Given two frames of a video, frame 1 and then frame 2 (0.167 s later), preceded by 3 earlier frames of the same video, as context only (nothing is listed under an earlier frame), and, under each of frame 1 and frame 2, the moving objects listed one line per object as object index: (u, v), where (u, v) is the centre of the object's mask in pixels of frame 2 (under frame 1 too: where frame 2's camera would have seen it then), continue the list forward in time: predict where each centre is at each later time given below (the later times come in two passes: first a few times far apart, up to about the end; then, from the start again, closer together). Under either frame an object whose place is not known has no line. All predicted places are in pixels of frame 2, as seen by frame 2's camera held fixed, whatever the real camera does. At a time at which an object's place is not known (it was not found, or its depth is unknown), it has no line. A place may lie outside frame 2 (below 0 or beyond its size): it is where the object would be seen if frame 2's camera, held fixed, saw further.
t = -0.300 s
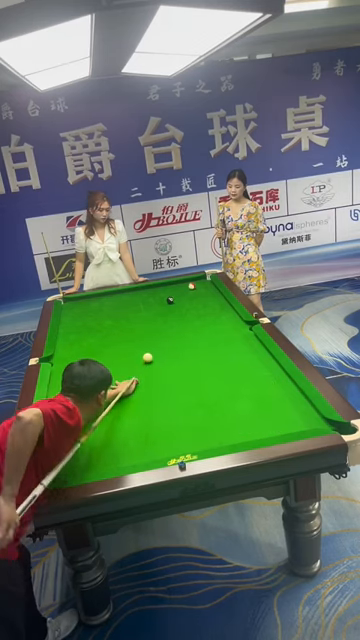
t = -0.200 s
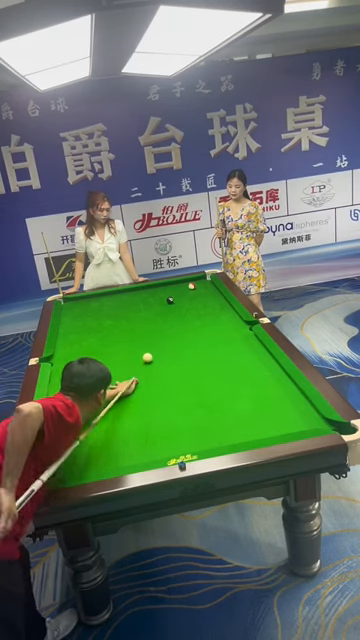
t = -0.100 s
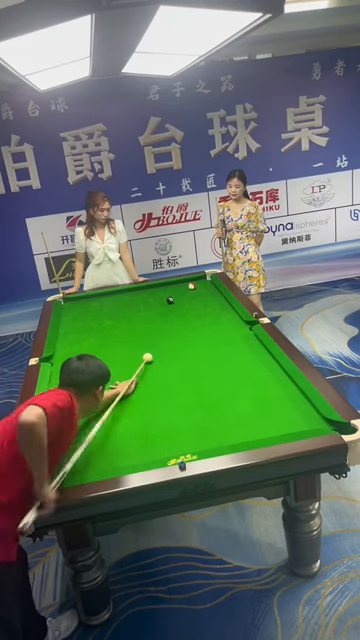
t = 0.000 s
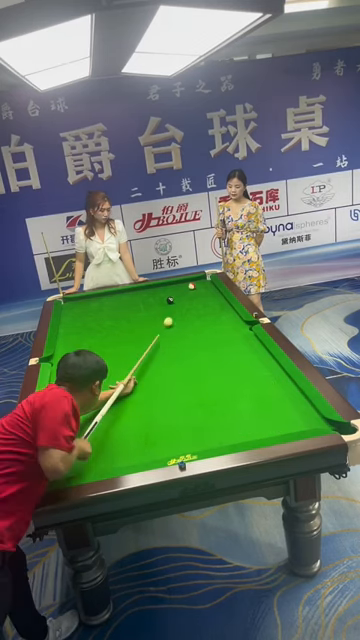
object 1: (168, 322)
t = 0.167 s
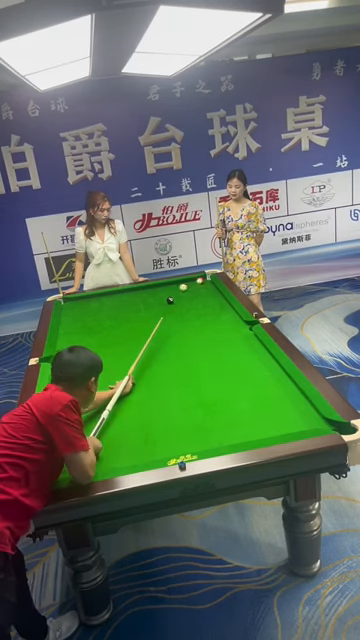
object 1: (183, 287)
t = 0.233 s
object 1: (172, 286)
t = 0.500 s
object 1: (155, 293)
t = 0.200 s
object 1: (177, 286)
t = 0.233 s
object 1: (172, 286)
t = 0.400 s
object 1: (158, 288)
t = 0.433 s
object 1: (157, 290)
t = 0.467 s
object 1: (156, 291)
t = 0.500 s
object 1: (155, 293)
